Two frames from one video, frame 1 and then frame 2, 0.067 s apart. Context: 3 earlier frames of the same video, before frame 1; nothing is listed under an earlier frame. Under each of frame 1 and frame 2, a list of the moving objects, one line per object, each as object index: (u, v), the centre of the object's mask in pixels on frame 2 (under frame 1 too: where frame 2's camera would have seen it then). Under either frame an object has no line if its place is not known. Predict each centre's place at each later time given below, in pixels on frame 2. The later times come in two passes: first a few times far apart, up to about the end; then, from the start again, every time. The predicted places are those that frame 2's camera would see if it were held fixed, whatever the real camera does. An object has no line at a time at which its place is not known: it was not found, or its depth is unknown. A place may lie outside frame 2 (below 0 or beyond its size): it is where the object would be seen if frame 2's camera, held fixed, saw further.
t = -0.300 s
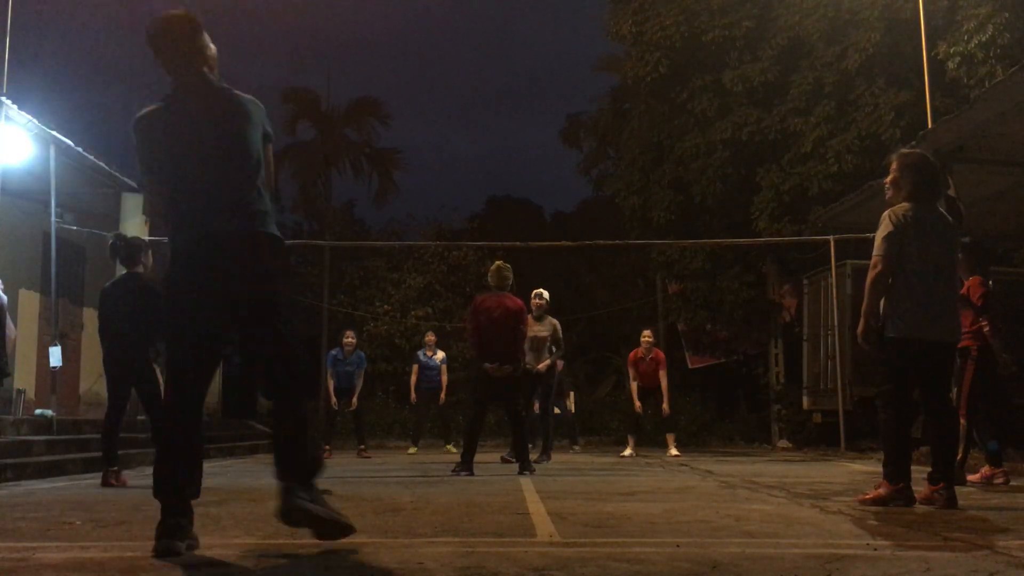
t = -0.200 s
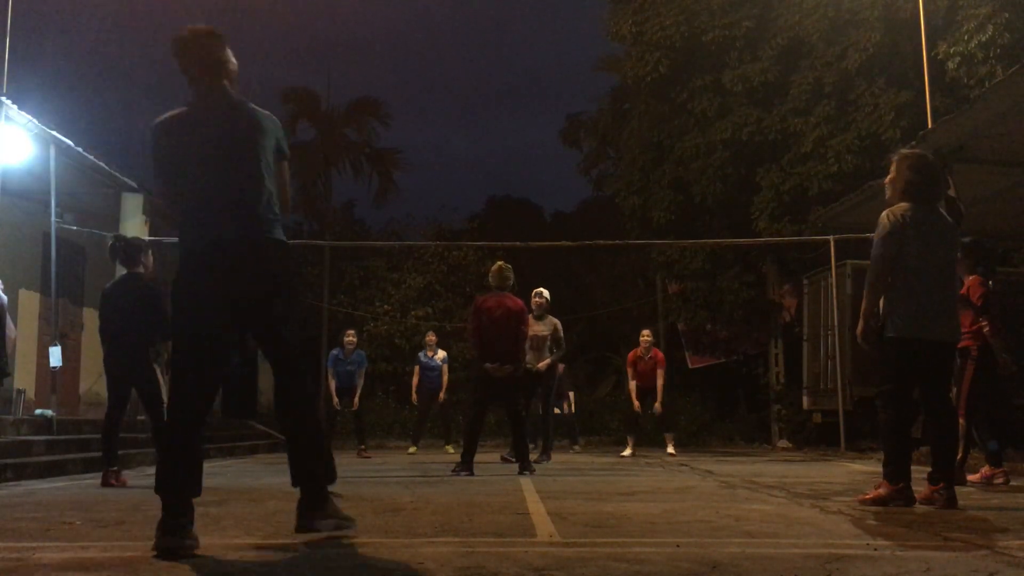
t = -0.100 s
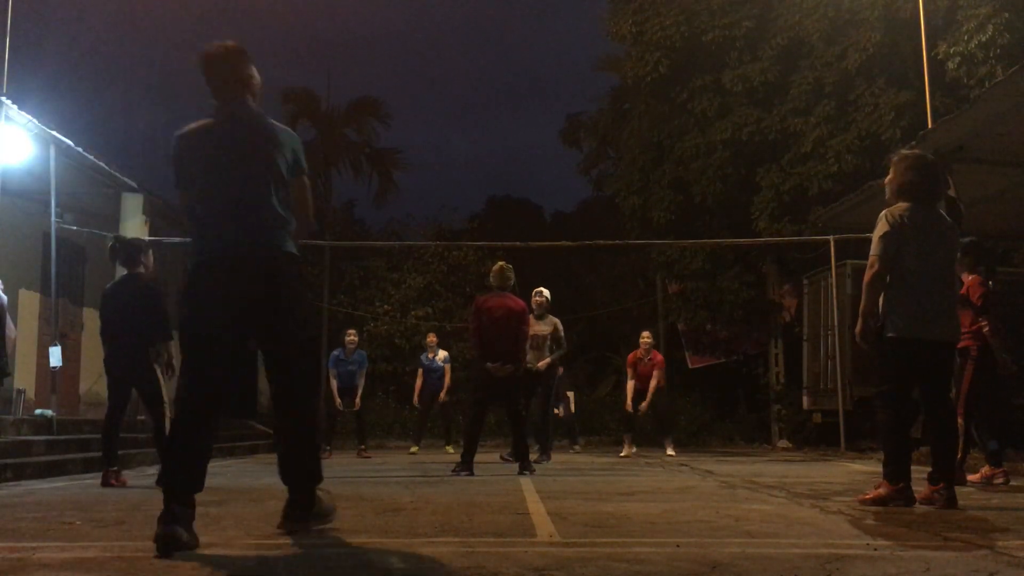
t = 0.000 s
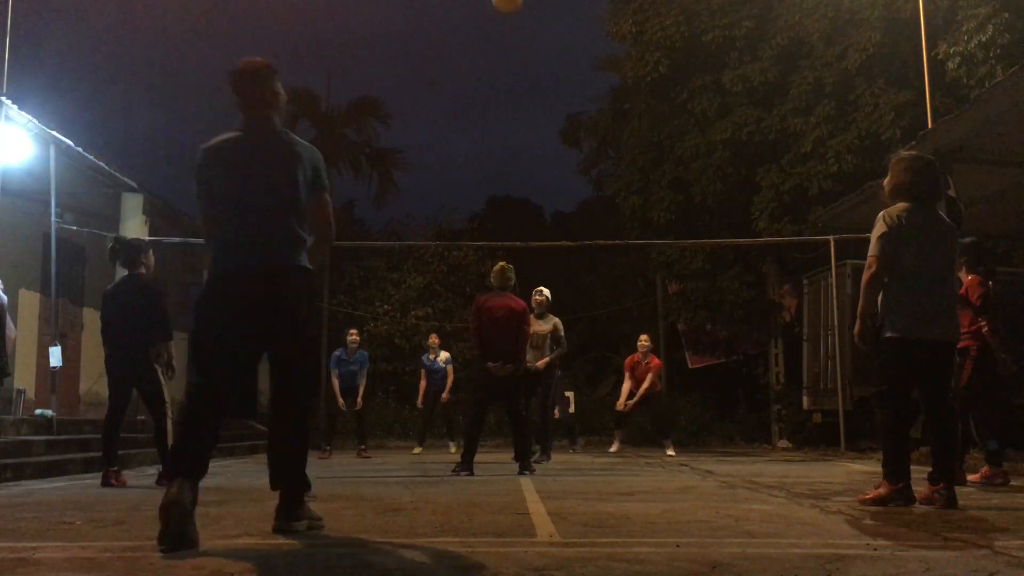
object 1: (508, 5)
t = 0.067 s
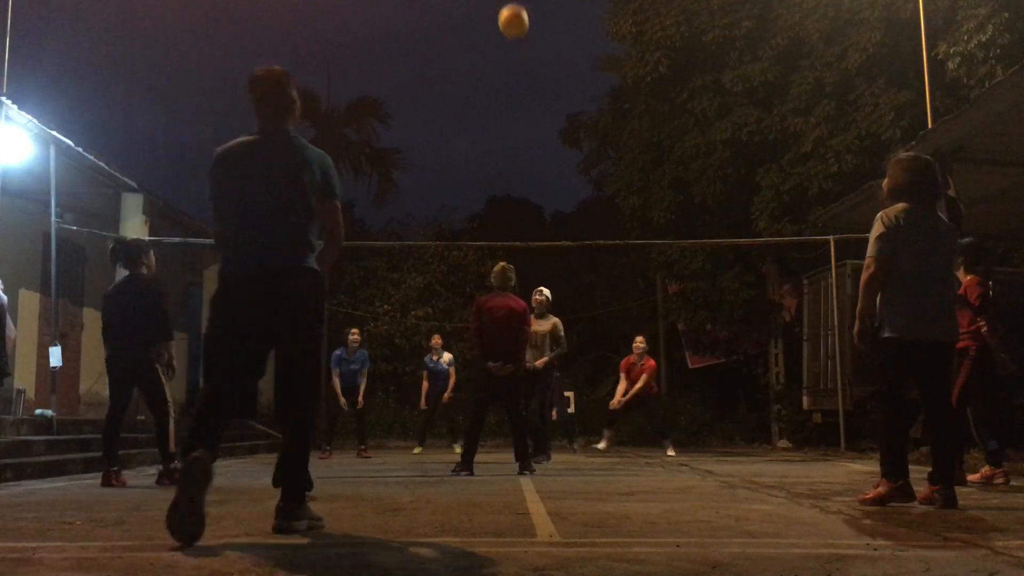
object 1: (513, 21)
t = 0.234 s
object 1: (524, 97)
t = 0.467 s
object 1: (531, 215)
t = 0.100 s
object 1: (516, 35)
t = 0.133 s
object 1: (519, 51)
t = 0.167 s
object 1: (520, 65)
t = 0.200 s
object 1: (522, 80)
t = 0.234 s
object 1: (524, 97)
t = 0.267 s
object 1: (525, 112)
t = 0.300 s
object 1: (527, 129)
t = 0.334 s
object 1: (528, 145)
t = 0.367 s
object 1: (529, 162)
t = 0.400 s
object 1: (530, 180)
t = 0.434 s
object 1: (531, 198)
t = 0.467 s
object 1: (531, 215)
